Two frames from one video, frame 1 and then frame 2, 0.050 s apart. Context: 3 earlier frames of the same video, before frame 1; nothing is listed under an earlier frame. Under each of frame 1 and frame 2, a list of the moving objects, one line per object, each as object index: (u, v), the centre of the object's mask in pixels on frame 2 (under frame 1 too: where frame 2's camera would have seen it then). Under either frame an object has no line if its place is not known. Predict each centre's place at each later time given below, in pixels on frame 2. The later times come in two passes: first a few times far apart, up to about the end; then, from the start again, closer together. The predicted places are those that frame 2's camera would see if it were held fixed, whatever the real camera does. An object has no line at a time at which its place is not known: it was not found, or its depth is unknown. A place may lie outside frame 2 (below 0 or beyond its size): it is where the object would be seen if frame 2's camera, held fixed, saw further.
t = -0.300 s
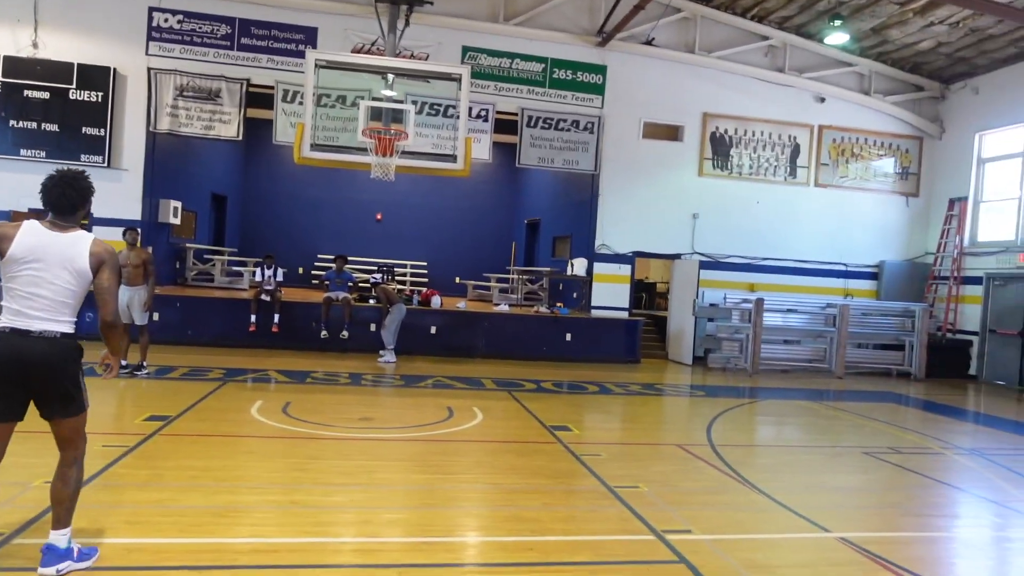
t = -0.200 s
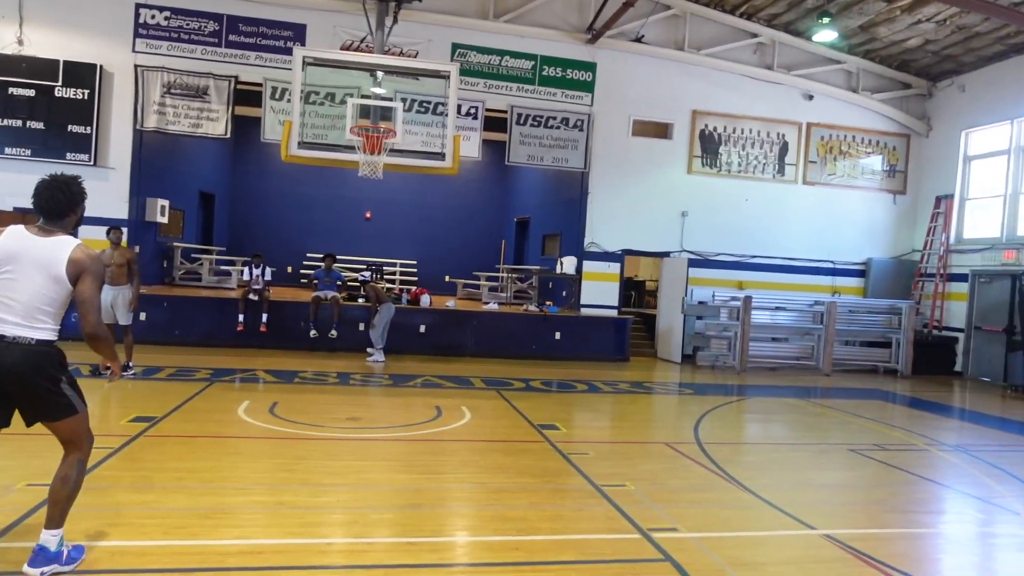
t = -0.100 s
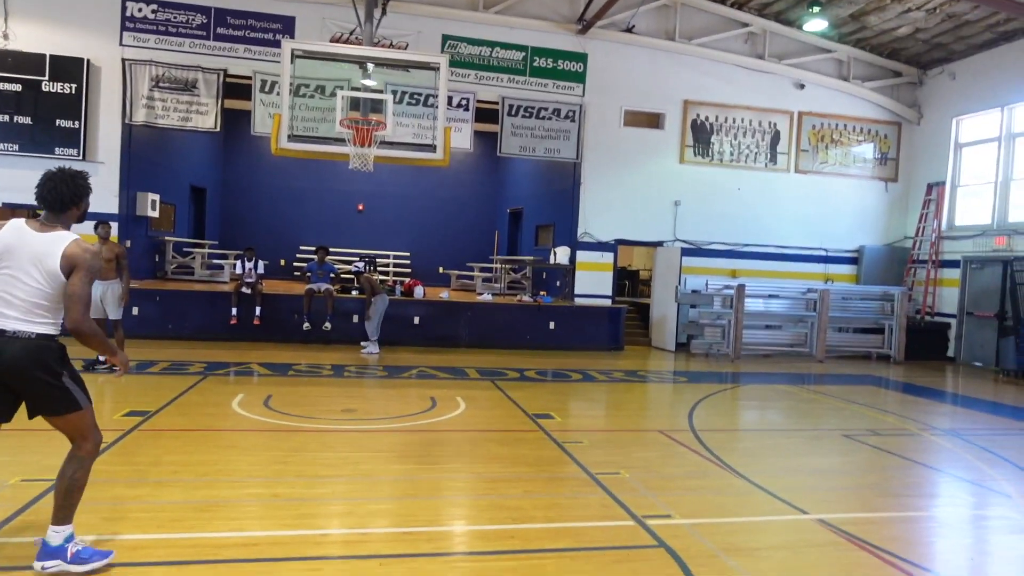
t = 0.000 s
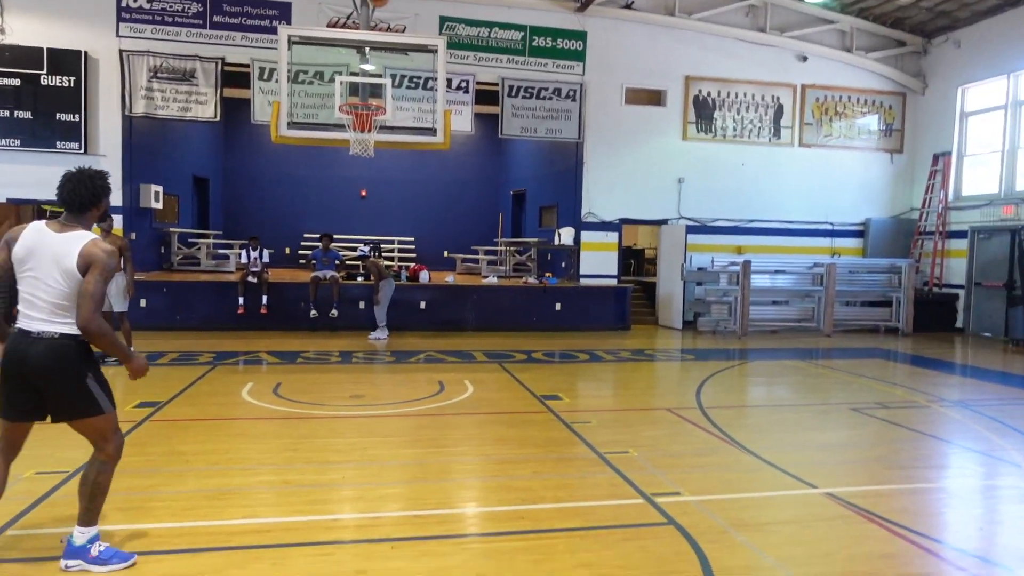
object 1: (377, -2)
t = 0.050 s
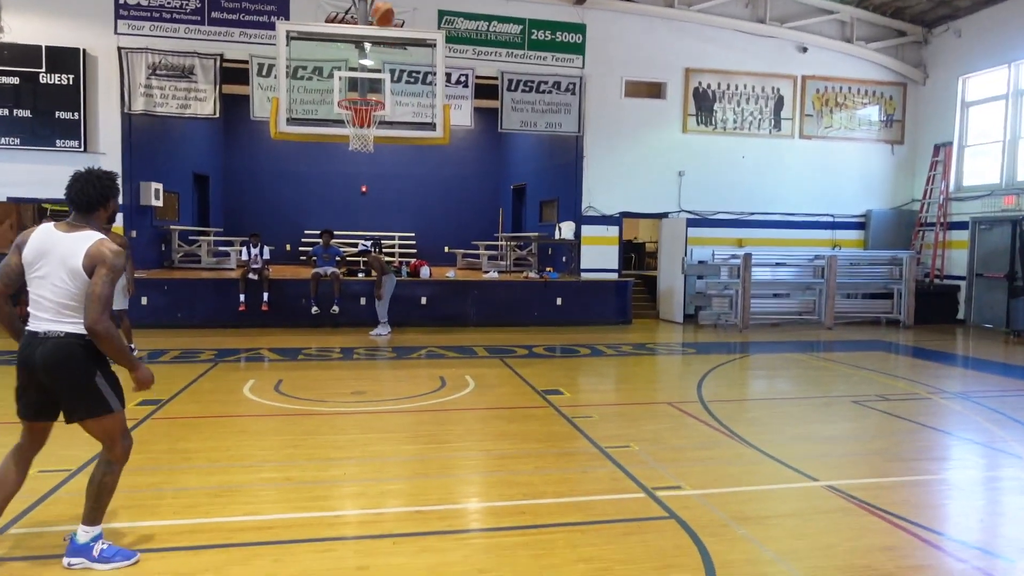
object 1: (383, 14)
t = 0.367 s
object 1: (416, 164)
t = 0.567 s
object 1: (433, 271)
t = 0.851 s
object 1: (458, 338)
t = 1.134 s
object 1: (479, 241)
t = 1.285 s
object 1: (494, 223)
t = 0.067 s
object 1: (385, 23)
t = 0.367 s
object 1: (416, 164)
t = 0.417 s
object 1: (420, 186)
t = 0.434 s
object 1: (421, 194)
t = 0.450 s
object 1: (422, 202)
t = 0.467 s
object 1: (424, 211)
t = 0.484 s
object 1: (426, 220)
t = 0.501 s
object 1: (427, 229)
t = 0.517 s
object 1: (428, 239)
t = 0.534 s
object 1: (429, 249)
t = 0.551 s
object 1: (431, 258)
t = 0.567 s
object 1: (433, 271)
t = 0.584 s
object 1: (434, 283)
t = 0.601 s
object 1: (436, 294)
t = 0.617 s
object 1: (438, 306)
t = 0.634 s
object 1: (439, 319)
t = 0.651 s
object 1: (441, 331)
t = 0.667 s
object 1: (443, 345)
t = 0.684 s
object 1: (446, 359)
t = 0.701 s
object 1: (447, 374)
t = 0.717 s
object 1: (450, 389)
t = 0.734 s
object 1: (451, 395)
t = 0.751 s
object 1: (452, 386)
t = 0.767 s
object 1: (454, 377)
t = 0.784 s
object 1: (455, 369)
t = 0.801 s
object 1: (456, 361)
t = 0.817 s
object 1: (456, 354)
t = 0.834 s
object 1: (457, 346)
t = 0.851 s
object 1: (458, 338)
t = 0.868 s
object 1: (458, 330)
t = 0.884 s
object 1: (461, 323)
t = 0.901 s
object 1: (462, 317)
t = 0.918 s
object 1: (463, 310)
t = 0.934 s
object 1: (464, 303)
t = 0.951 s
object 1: (465, 297)
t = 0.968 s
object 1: (467, 291)
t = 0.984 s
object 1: (468, 286)
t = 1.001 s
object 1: (469, 278)
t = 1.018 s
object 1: (470, 273)
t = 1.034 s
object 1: (471, 268)
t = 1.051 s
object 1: (473, 262)
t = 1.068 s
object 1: (474, 257)
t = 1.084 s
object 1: (474, 253)
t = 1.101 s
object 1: (476, 248)
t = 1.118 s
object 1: (477, 244)
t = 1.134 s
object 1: (479, 241)
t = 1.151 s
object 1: (480, 238)
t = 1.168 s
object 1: (482, 235)
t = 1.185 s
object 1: (484, 232)
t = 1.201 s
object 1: (485, 230)
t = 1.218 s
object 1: (487, 228)
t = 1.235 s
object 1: (489, 226)
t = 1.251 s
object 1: (491, 225)
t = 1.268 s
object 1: (492, 224)
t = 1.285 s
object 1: (494, 223)
